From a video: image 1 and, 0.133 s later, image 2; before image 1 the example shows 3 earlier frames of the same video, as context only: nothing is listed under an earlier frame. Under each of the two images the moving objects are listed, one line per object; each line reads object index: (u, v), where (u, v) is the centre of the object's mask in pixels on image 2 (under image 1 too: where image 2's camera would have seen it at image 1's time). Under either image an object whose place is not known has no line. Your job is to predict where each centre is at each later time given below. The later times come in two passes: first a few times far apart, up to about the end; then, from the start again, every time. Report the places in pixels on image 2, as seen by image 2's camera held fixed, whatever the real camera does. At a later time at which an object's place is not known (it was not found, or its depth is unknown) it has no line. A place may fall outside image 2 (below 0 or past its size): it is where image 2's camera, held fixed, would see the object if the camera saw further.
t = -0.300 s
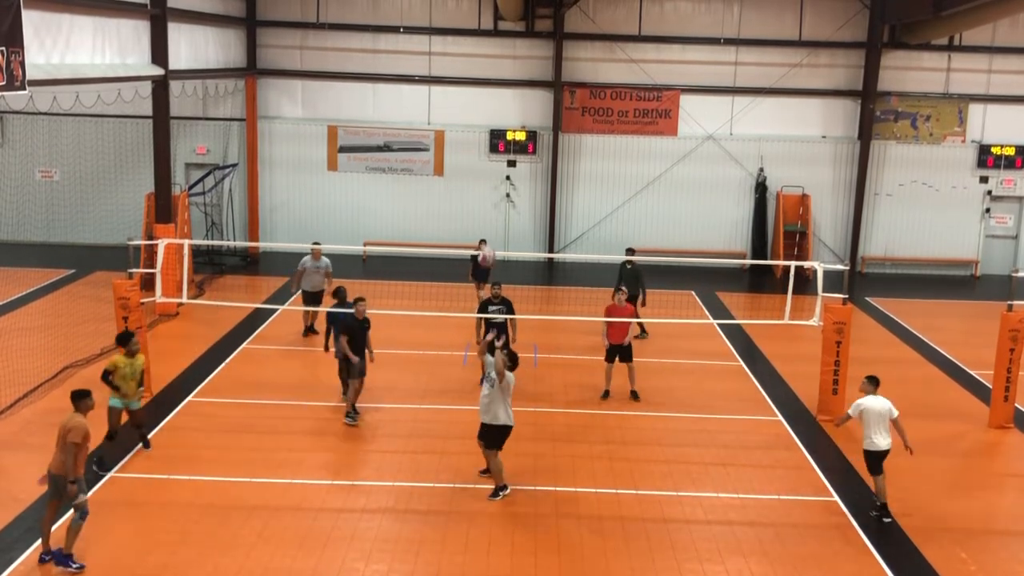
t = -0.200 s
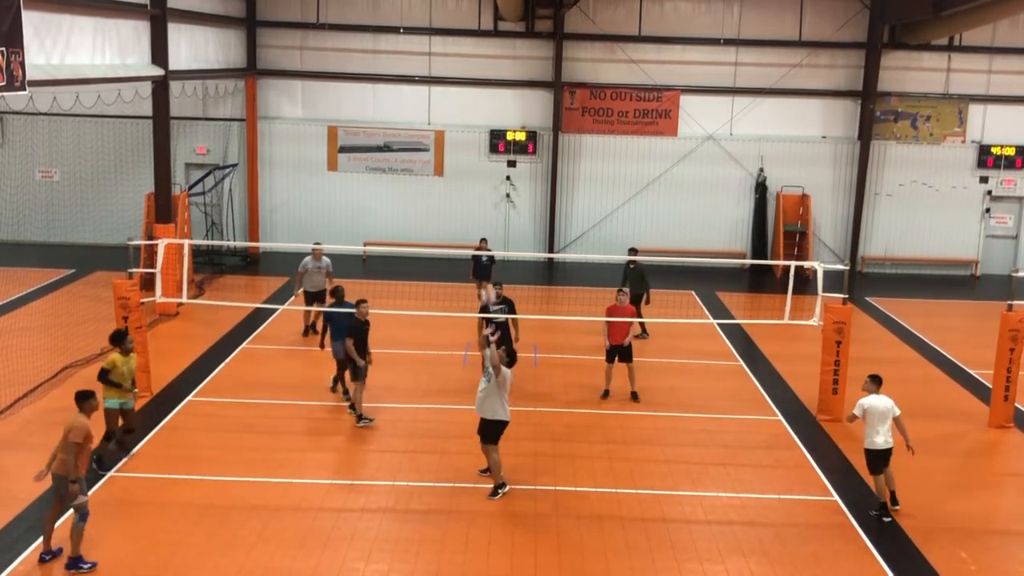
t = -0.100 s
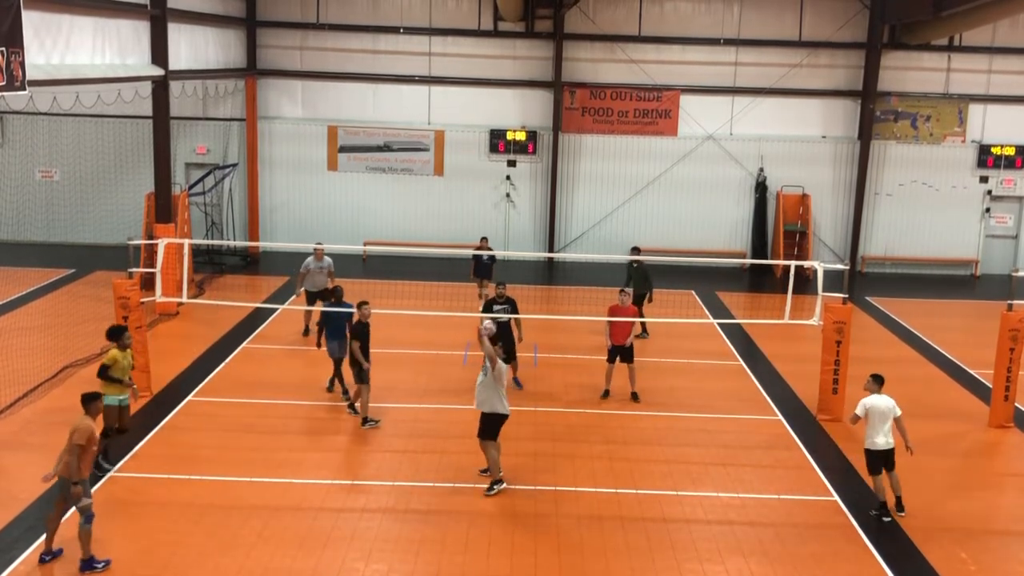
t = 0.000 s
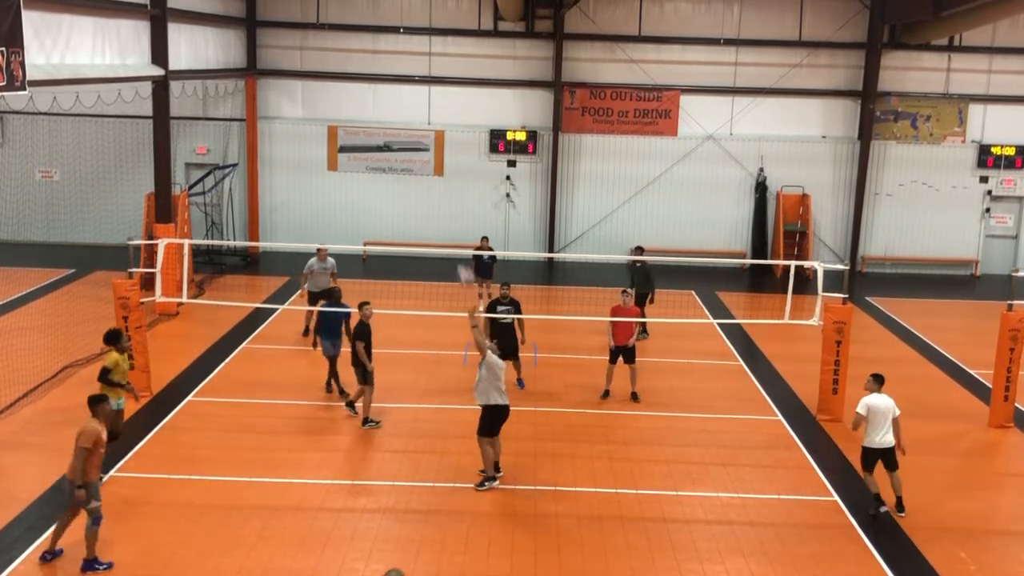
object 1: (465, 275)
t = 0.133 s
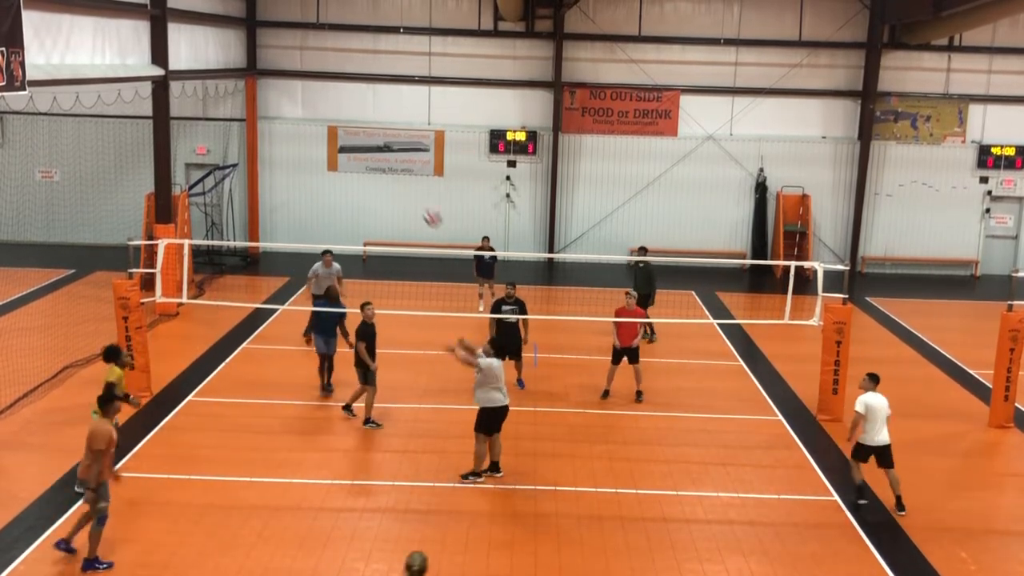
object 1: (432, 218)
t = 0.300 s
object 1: (389, 163)
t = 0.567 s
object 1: (323, 124)
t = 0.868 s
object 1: (252, 148)
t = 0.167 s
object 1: (424, 204)
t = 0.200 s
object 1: (415, 192)
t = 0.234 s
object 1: (406, 181)
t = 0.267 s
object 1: (398, 172)
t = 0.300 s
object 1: (389, 163)
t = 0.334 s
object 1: (381, 155)
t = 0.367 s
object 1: (373, 148)
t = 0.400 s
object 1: (363, 142)
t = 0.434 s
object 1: (355, 135)
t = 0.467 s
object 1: (349, 132)
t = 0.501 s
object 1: (339, 127)
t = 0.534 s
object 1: (331, 124)
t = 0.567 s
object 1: (323, 124)
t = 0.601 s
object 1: (315, 123)
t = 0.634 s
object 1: (307, 123)
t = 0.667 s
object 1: (299, 124)
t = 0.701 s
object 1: (291, 126)
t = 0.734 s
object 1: (284, 128)
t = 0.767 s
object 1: (275, 132)
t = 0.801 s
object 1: (267, 137)
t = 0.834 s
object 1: (259, 143)
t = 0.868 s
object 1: (252, 148)
